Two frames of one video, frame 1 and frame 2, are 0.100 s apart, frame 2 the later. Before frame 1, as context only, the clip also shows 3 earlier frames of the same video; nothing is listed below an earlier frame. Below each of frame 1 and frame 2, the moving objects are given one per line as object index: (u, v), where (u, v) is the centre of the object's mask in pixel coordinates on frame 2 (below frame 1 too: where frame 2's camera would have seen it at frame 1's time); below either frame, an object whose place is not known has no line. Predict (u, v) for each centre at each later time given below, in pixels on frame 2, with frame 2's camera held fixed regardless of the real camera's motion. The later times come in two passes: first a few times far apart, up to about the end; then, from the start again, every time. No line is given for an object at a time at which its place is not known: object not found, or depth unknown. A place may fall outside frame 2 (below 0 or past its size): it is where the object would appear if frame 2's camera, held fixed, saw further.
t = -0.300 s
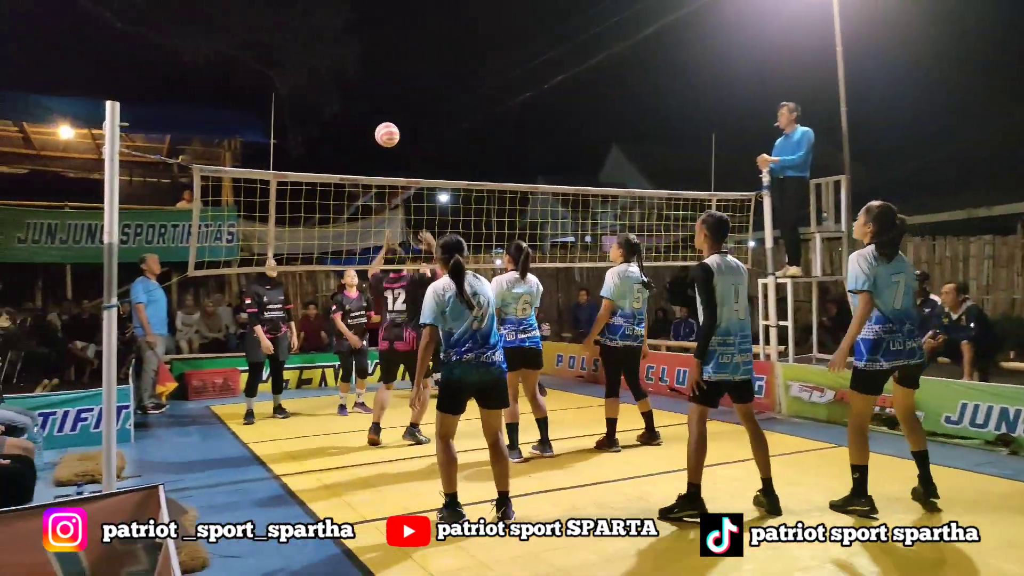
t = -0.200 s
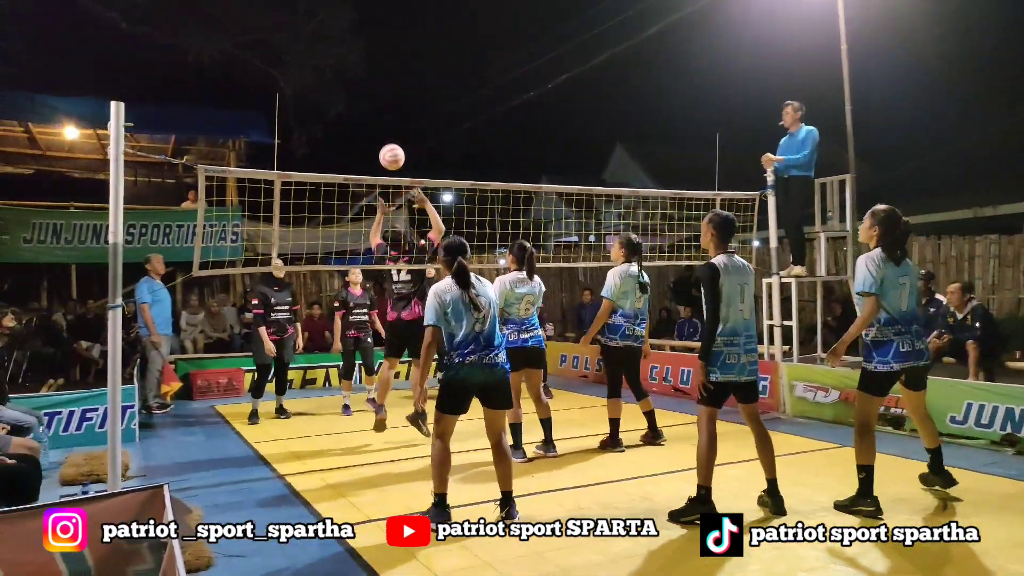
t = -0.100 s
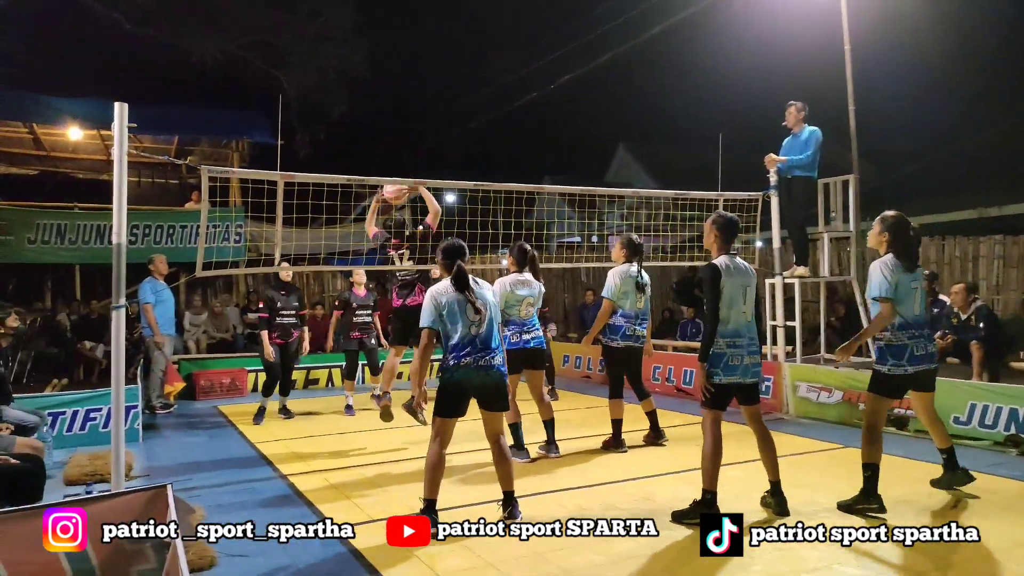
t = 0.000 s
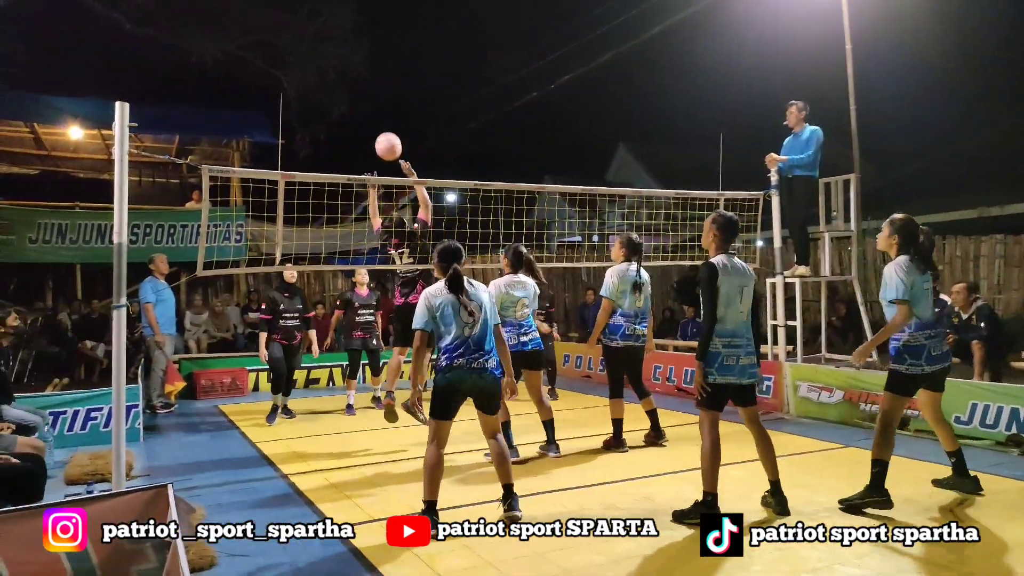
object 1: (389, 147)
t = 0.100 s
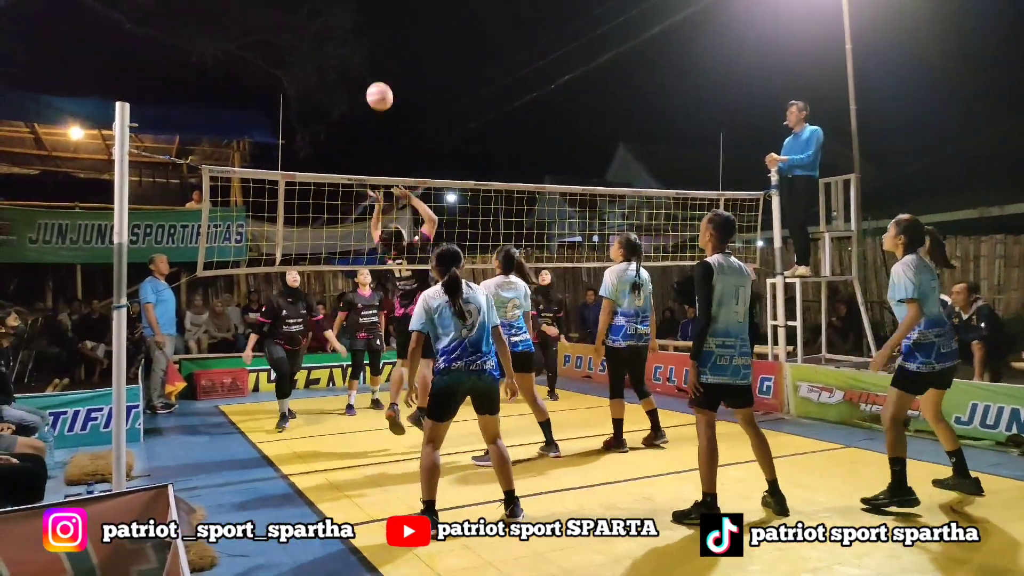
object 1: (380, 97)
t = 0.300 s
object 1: (364, 32)
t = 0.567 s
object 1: (343, 20)
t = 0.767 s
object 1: (331, 67)
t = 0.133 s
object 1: (377, 83)
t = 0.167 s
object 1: (374, 70)
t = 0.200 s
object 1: (372, 58)
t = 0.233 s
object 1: (369, 49)
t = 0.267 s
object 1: (367, 40)
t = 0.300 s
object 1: (364, 32)
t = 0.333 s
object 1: (361, 26)
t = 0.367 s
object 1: (358, 22)
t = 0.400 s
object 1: (356, 18)
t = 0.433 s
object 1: (353, 16)
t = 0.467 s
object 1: (351, 15)
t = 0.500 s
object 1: (348, 16)
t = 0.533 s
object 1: (346, 18)
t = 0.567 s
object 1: (343, 20)
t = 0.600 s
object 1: (341, 25)
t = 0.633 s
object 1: (339, 31)
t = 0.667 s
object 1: (337, 38)
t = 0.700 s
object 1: (335, 46)
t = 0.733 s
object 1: (333, 56)
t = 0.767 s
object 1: (331, 67)
